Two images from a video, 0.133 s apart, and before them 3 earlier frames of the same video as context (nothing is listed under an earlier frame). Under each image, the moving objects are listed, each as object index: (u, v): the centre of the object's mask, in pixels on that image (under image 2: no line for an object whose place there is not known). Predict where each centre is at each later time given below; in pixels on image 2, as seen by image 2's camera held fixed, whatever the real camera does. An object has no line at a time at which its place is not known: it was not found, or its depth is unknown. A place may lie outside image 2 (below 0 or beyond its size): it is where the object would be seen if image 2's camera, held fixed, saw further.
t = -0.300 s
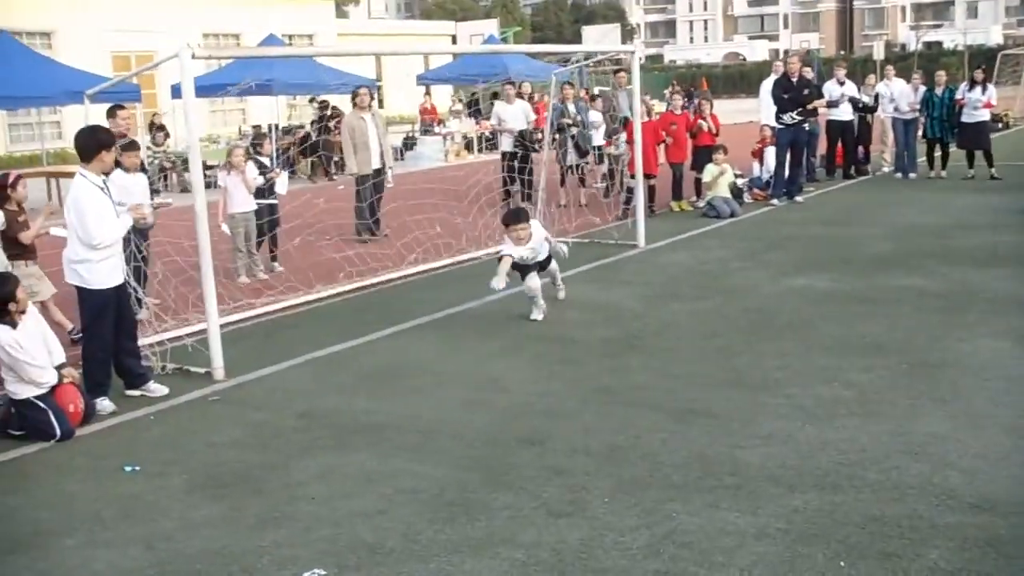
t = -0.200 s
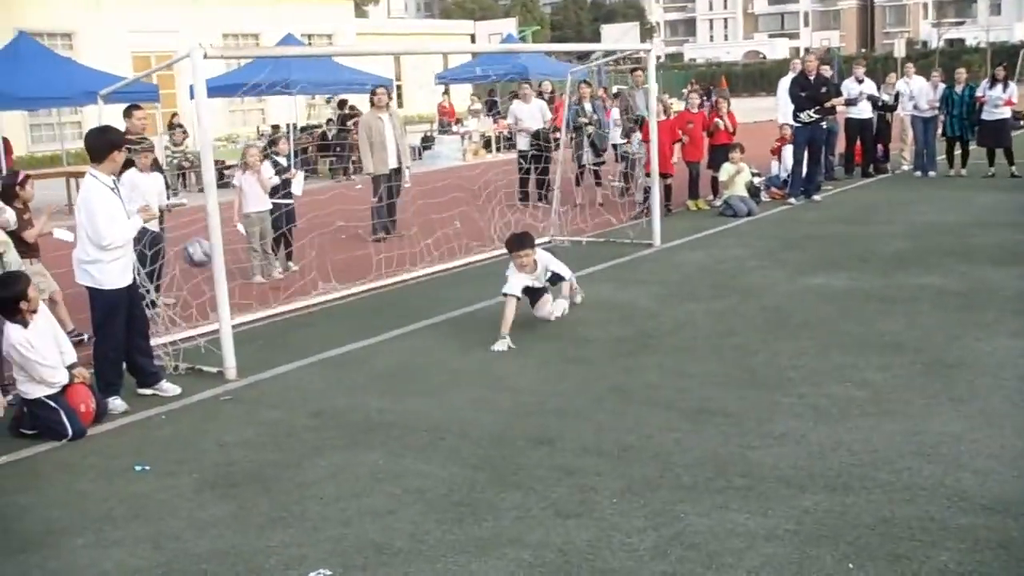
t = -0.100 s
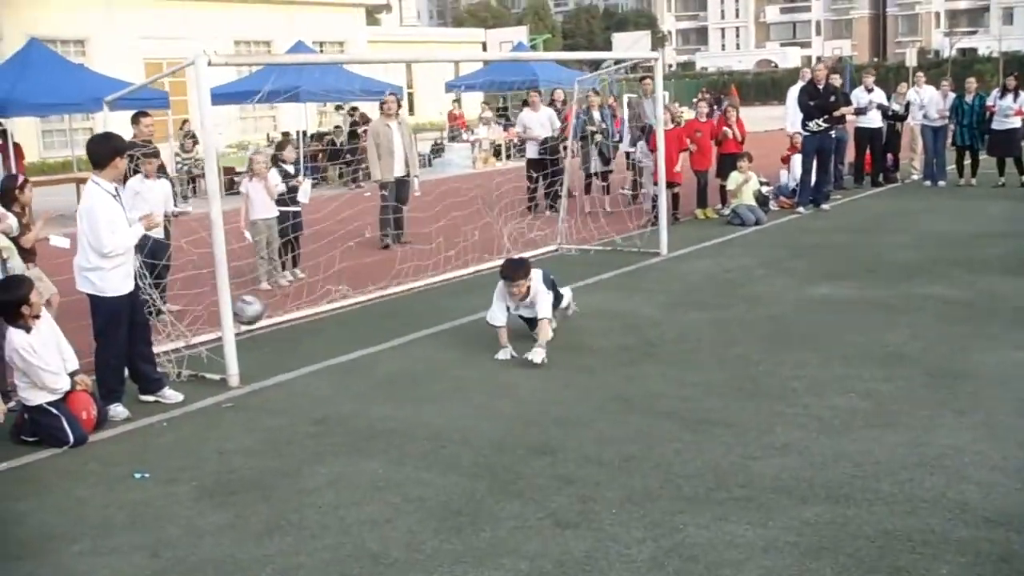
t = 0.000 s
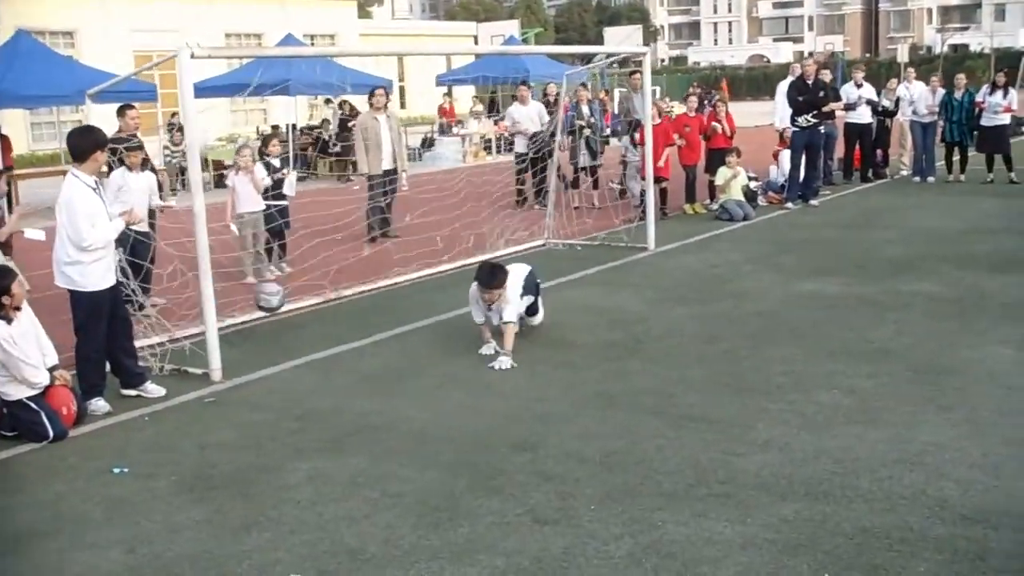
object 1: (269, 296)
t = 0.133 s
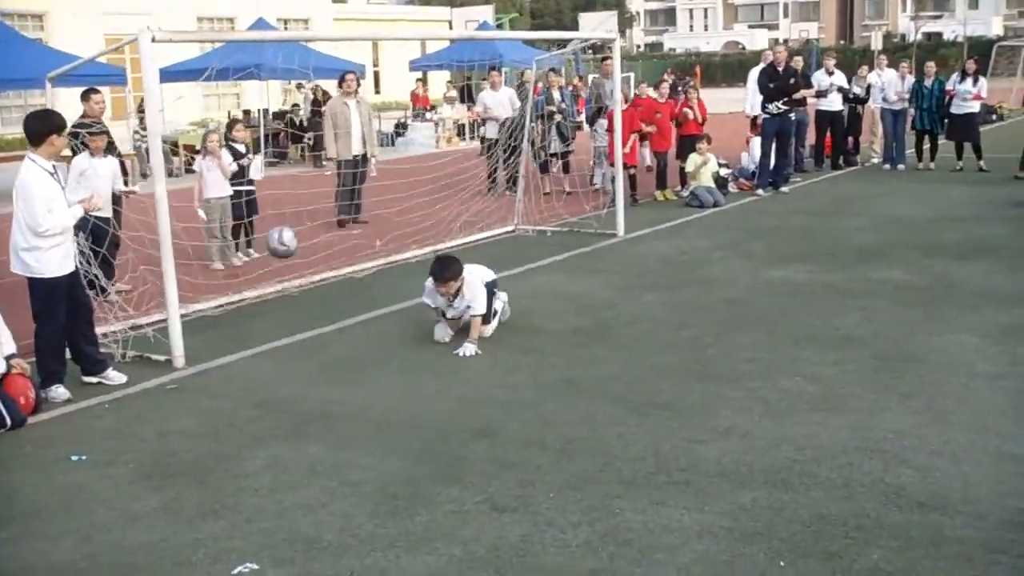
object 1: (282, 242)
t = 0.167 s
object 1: (294, 235)
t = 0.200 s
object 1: (306, 231)
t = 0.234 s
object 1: (318, 227)
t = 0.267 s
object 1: (331, 225)
